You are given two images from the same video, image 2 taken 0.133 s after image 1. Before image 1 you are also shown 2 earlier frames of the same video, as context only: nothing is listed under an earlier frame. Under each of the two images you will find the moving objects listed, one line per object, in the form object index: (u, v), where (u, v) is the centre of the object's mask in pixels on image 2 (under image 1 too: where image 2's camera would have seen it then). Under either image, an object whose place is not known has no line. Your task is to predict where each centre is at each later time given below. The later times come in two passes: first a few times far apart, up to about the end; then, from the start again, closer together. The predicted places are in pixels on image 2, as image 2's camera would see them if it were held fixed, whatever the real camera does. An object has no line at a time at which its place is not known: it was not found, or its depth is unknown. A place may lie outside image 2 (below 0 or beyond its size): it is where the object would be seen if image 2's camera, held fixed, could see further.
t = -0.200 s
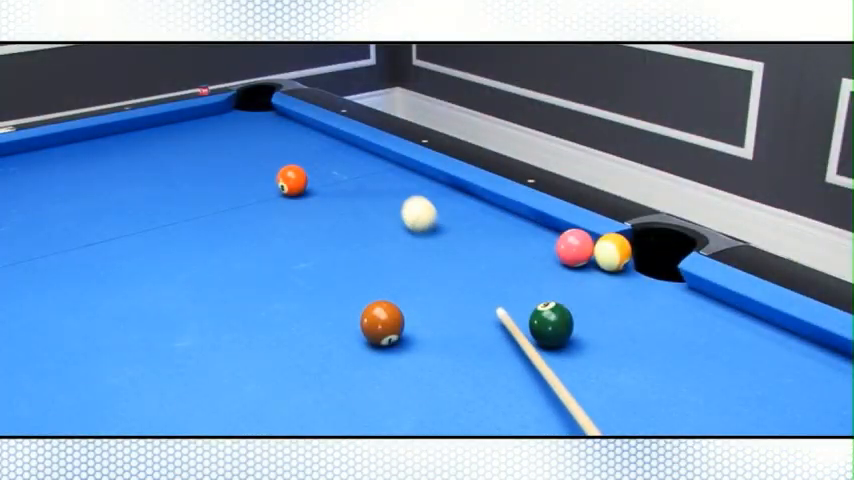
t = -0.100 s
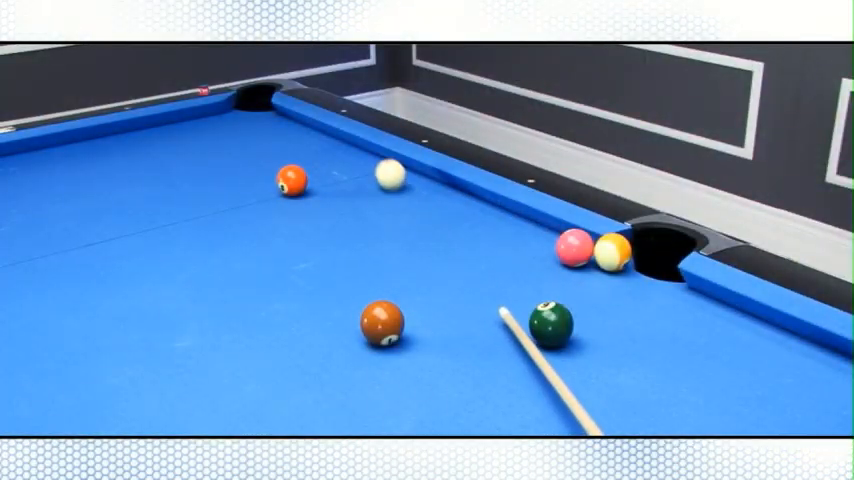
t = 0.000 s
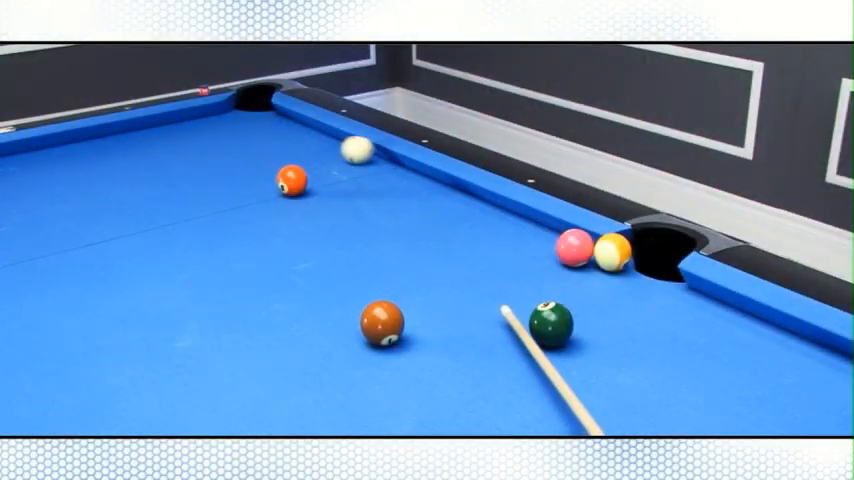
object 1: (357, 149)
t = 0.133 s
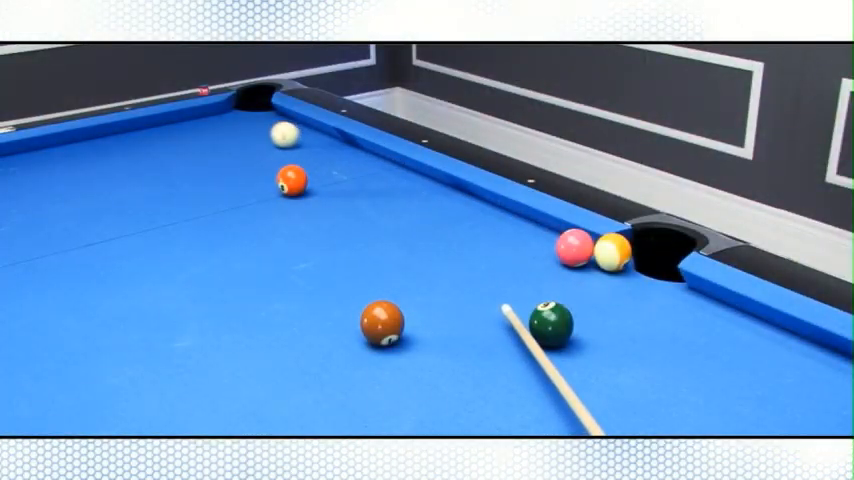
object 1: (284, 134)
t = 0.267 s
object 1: (228, 120)
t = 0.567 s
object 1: (229, 125)
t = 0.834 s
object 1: (271, 141)
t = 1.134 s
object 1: (325, 160)
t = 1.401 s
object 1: (380, 179)
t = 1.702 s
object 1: (448, 203)
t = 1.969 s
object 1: (516, 226)
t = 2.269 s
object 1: (554, 235)
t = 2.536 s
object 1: (571, 238)
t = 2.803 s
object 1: (582, 245)
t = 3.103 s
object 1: (589, 247)
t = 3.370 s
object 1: (594, 248)
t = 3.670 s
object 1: (595, 248)
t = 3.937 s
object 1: (594, 248)
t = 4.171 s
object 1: (594, 248)
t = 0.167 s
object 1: (270, 130)
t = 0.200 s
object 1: (255, 127)
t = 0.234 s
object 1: (241, 123)
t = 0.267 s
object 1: (228, 120)
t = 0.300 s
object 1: (215, 117)
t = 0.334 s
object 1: (203, 114)
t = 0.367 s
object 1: (194, 112)
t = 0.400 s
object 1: (200, 114)
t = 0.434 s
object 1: (206, 117)
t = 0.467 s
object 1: (212, 119)
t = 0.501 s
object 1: (218, 121)
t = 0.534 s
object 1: (223, 123)
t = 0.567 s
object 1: (229, 125)
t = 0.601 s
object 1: (234, 127)
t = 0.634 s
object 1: (239, 129)
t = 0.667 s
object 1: (244, 131)
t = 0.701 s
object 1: (249, 133)
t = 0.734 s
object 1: (254, 134)
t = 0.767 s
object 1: (260, 137)
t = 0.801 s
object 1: (265, 138)
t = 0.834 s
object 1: (271, 141)
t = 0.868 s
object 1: (277, 142)
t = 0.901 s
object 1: (282, 144)
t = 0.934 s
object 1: (288, 146)
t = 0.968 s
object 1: (294, 149)
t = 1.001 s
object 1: (300, 151)
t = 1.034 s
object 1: (306, 153)
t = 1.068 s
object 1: (312, 155)
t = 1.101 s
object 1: (319, 157)
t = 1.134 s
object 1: (325, 160)
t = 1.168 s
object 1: (331, 162)
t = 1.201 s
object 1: (338, 164)
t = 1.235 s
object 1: (345, 167)
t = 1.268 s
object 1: (351, 169)
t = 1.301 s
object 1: (358, 171)
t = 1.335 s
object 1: (365, 174)
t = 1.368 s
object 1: (372, 176)
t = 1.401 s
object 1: (380, 179)
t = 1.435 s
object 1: (387, 181)
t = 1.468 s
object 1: (394, 184)
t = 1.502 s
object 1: (402, 186)
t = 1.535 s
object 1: (409, 189)
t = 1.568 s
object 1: (417, 192)
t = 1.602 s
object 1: (425, 194)
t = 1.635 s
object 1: (432, 197)
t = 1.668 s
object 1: (440, 200)
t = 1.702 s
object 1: (448, 203)
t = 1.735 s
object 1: (457, 206)
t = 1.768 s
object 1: (464, 208)
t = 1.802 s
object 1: (473, 211)
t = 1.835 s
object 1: (481, 214)
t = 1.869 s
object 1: (490, 217)
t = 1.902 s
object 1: (499, 220)
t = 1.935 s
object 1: (507, 223)
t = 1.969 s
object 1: (516, 226)
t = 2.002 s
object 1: (525, 229)
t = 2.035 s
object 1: (534, 232)
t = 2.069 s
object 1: (542, 235)
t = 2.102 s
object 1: (545, 236)
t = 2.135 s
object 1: (547, 236)
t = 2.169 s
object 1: (548, 236)
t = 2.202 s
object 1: (550, 236)
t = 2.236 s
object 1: (552, 235)
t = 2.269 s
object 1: (554, 235)
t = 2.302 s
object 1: (556, 235)
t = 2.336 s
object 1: (558, 235)
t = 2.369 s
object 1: (561, 235)
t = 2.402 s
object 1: (563, 235)
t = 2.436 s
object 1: (565, 236)
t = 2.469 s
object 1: (567, 236)
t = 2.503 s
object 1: (569, 237)
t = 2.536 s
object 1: (571, 238)
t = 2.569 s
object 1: (573, 239)
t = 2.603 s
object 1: (575, 240)
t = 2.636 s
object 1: (576, 241)
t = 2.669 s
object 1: (577, 242)
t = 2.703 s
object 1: (579, 243)
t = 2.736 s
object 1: (580, 243)
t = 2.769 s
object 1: (581, 244)
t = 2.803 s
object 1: (582, 245)
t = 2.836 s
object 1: (583, 245)
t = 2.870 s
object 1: (584, 246)
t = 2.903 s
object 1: (584, 246)
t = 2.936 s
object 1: (586, 246)
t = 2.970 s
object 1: (586, 247)
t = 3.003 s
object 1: (587, 247)
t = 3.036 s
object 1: (588, 247)
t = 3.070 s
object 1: (589, 247)
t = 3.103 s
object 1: (589, 247)
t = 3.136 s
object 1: (590, 247)
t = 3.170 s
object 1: (591, 247)
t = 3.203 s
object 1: (591, 247)
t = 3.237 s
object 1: (592, 247)
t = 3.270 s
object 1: (593, 248)
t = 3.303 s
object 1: (594, 248)
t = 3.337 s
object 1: (594, 248)
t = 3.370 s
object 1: (594, 248)
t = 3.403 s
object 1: (595, 248)
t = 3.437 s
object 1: (595, 248)
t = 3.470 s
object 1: (595, 248)
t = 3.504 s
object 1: (595, 248)
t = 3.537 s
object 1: (595, 248)
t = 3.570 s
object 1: (595, 248)
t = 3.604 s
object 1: (595, 248)
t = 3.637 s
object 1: (595, 248)
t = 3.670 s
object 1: (595, 248)
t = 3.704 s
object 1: (594, 248)
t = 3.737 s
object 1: (594, 248)
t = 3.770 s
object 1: (594, 248)
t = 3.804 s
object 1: (594, 248)
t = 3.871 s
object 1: (594, 248)
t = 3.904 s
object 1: (594, 248)
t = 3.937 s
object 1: (594, 248)
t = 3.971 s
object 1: (594, 248)
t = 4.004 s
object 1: (594, 248)
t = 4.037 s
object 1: (594, 248)
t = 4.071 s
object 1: (594, 248)
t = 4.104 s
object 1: (594, 248)
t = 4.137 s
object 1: (594, 248)
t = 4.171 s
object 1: (594, 248)
